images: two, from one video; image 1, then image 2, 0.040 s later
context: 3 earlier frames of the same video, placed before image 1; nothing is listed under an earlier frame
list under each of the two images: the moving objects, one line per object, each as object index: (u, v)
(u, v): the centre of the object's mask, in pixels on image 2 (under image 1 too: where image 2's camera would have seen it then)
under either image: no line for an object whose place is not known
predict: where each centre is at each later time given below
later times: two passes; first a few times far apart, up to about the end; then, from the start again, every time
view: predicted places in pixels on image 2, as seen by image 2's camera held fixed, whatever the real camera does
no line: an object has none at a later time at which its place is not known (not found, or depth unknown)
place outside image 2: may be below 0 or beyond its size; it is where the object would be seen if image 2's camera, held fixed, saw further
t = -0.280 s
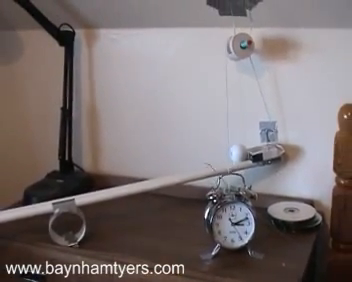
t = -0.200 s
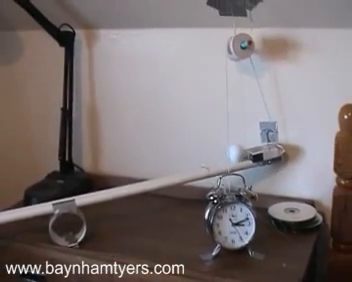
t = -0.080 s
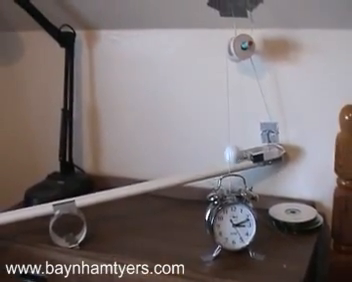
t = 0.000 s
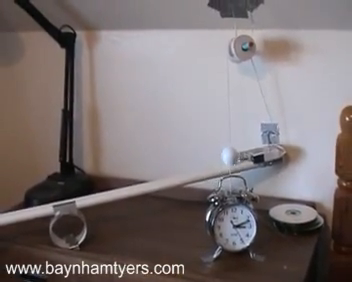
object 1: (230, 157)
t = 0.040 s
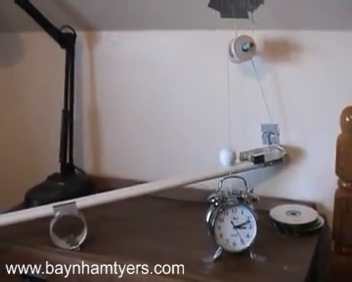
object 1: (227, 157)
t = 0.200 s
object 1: (215, 160)
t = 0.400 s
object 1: (196, 165)
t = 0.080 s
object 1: (225, 158)
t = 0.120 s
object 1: (221, 159)
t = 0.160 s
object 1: (218, 160)
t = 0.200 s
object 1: (215, 160)
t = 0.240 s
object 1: (212, 161)
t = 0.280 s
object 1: (209, 162)
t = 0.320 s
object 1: (205, 162)
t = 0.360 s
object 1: (200, 163)
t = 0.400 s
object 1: (196, 165)
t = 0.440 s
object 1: (191, 165)
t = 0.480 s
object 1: (187, 166)
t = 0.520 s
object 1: (181, 167)
